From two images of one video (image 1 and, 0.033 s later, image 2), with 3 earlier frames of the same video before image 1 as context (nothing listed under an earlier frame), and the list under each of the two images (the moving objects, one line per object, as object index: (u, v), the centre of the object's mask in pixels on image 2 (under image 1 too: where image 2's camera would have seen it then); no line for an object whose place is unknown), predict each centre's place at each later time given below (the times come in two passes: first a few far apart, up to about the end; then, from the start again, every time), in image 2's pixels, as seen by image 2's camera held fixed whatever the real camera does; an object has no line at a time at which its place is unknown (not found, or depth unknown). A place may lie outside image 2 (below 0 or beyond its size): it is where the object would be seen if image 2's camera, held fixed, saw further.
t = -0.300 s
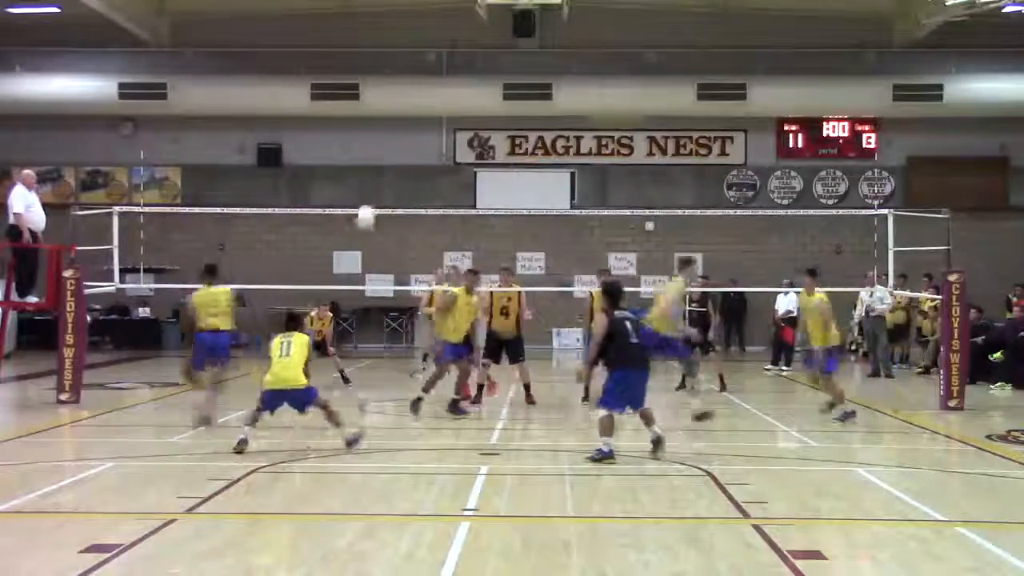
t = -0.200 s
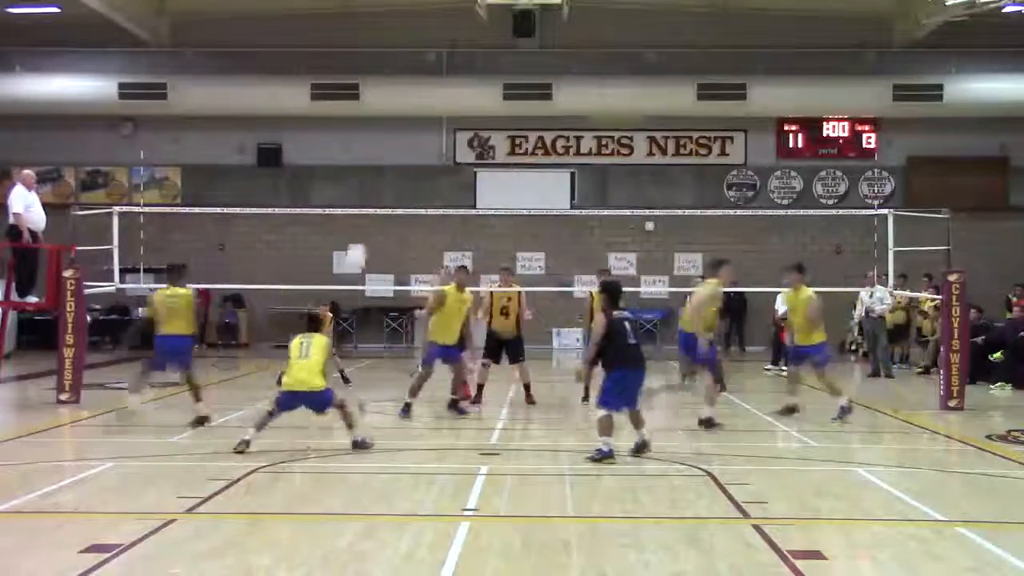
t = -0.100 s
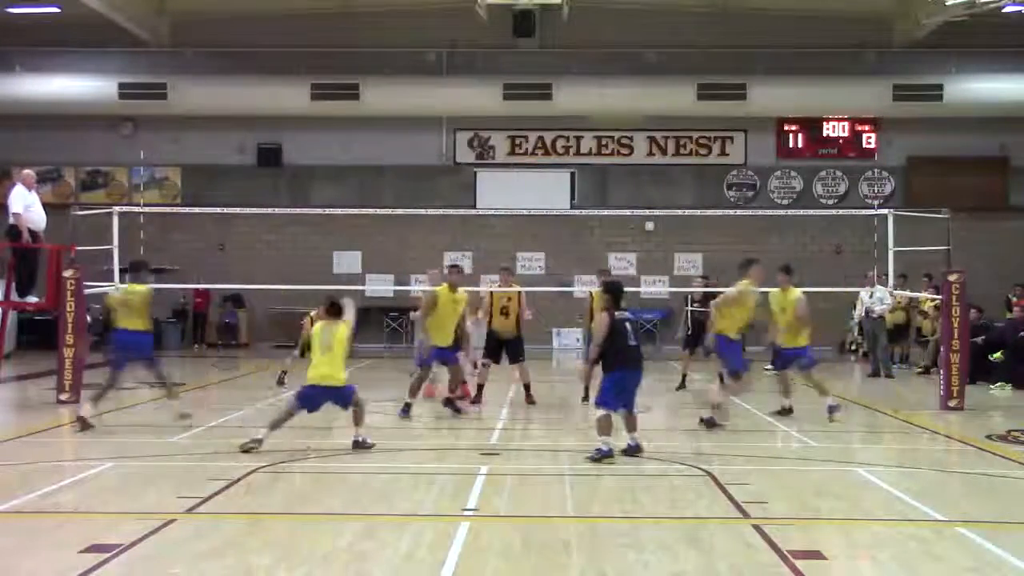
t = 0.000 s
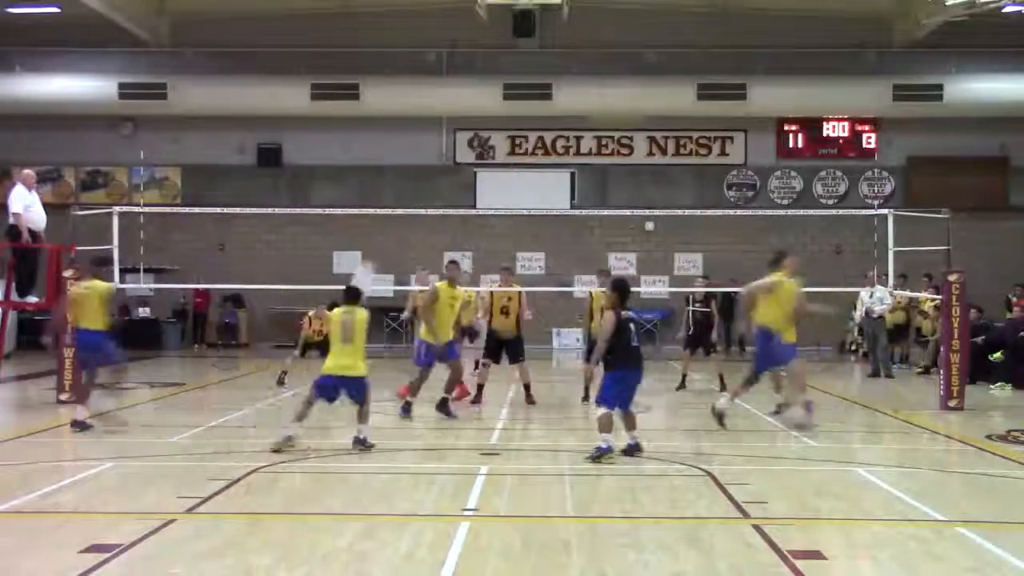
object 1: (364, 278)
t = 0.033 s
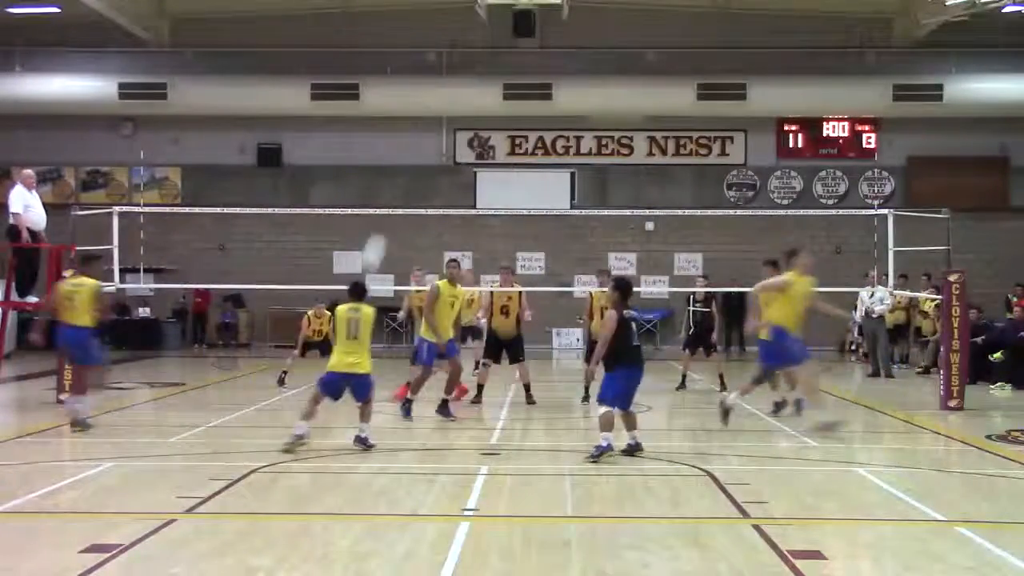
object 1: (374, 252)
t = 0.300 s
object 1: (451, 93)
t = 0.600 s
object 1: (525, 18)
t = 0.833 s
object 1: (578, 15)
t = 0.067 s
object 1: (383, 230)
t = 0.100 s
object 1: (394, 205)
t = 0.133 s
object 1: (402, 186)
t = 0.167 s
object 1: (412, 165)
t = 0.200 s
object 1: (423, 142)
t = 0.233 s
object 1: (431, 130)
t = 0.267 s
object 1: (440, 114)
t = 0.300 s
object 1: (451, 93)
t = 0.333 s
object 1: (459, 83)
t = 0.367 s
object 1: (467, 72)
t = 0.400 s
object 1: (476, 61)
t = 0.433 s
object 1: (485, 51)
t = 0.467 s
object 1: (493, 41)
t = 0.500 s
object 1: (501, 34)
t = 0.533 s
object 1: (509, 28)
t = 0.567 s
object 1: (517, 23)
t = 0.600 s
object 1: (525, 18)
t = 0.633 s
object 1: (533, 15)
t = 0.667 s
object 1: (541, 13)
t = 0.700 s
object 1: (549, 11)
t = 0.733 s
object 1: (556, 10)
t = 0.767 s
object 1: (563, 11)
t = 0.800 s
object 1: (571, 12)
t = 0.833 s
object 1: (578, 15)
